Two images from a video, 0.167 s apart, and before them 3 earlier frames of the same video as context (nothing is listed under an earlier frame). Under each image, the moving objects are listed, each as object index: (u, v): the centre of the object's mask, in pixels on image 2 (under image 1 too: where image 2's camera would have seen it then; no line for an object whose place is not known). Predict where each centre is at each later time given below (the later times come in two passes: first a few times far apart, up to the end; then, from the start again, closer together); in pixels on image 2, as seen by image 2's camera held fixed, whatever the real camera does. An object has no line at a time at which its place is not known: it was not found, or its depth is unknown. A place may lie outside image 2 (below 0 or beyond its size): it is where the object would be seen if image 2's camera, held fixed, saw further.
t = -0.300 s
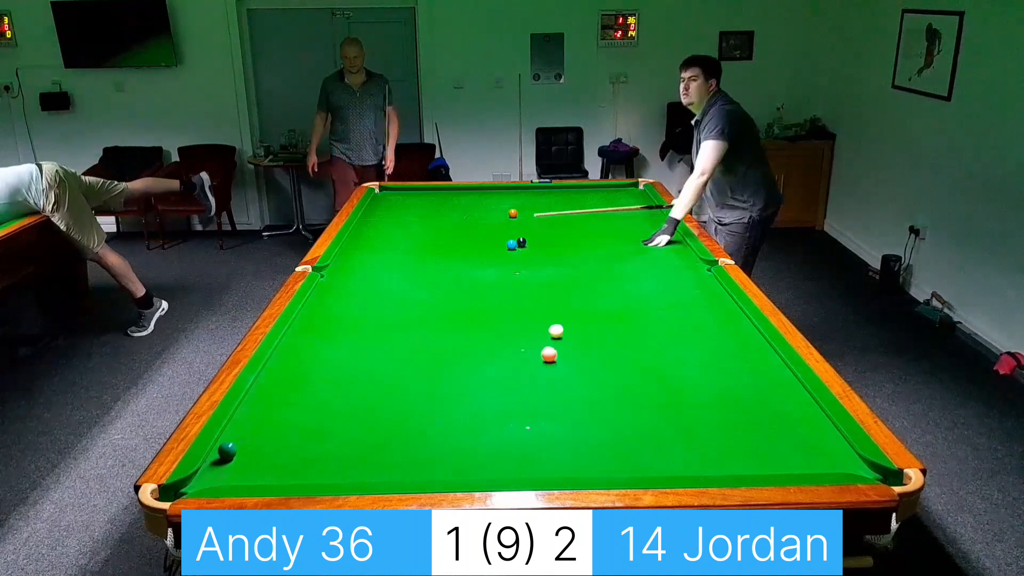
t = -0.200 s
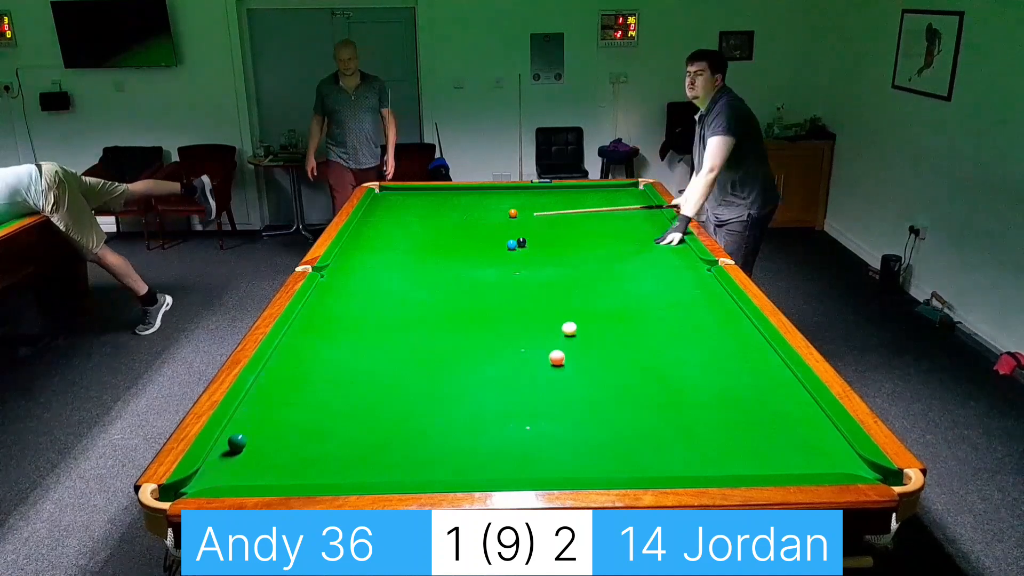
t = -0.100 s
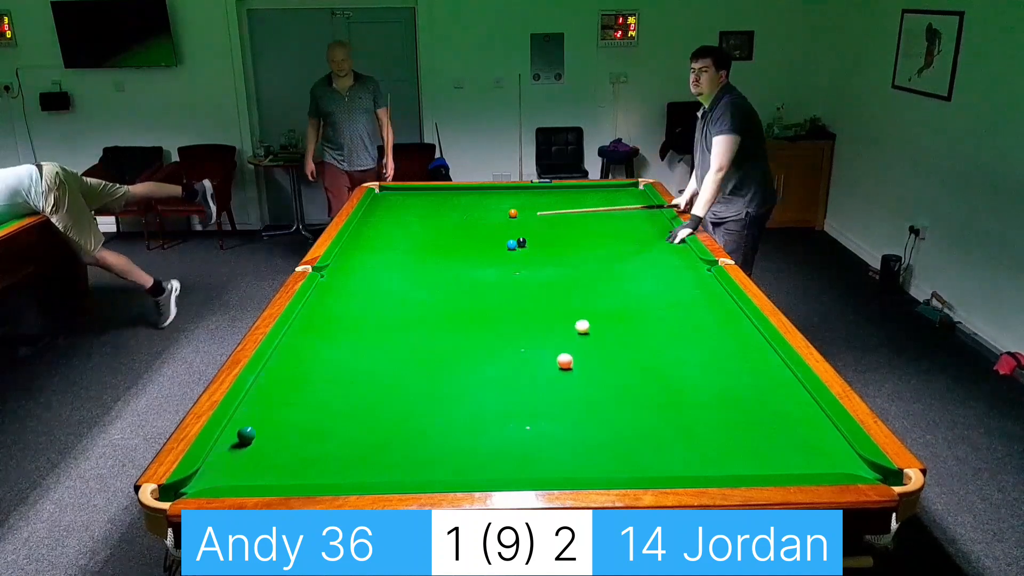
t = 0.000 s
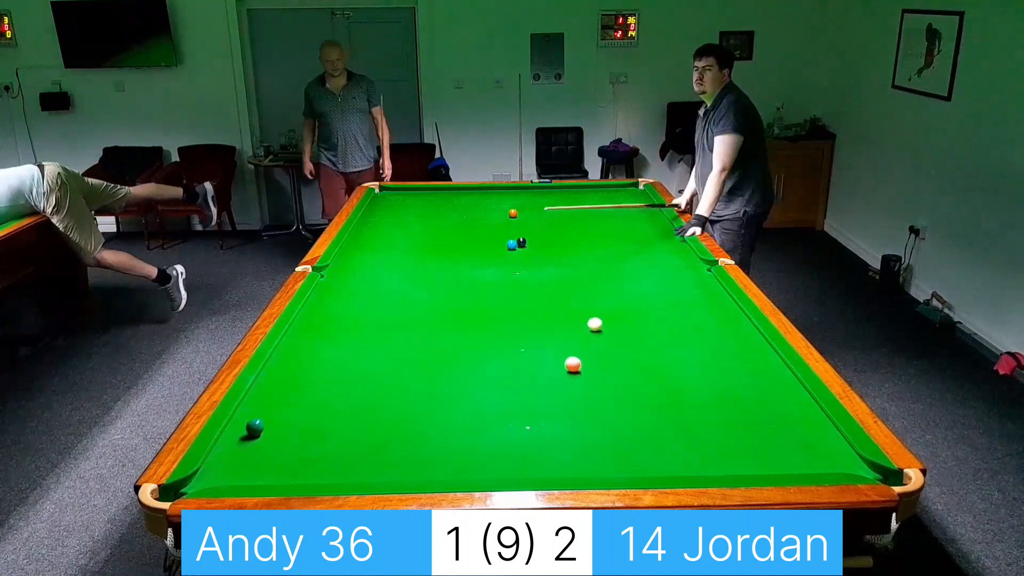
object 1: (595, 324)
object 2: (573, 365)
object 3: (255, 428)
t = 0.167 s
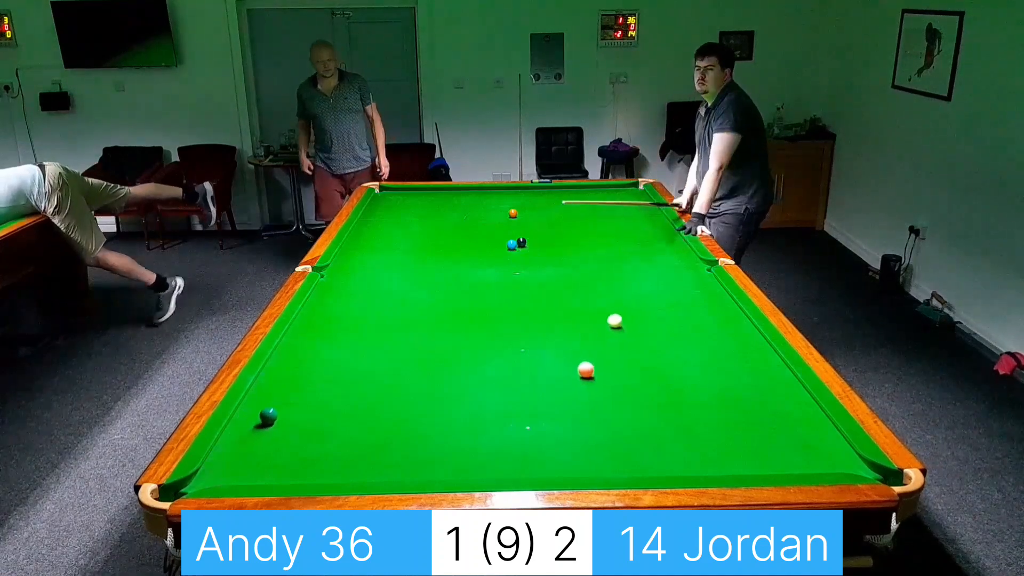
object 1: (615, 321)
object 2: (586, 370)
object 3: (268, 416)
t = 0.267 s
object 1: (626, 319)
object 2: (594, 373)
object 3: (276, 410)
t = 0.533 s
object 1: (655, 314)
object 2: (614, 381)
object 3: (294, 394)
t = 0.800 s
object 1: (683, 309)
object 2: (634, 389)
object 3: (310, 381)
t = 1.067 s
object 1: (708, 304)
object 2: (653, 397)
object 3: (324, 368)
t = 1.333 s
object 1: (726, 300)
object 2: (671, 405)
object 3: (336, 358)
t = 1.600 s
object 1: (708, 298)
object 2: (687, 412)
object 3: (347, 349)
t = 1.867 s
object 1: (693, 296)
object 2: (703, 418)
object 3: (357, 341)
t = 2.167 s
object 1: (677, 294)
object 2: (718, 424)
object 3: (366, 333)
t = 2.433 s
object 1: (666, 292)
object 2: (730, 429)
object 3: (373, 327)
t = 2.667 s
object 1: (656, 291)
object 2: (739, 433)
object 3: (379, 322)
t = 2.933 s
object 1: (648, 290)
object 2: (748, 436)
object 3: (384, 318)
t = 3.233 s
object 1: (639, 289)
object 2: (755, 439)
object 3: (389, 314)
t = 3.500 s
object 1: (634, 288)
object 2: (759, 441)
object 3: (393, 310)
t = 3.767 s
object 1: (629, 288)
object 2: (761, 442)
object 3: (396, 308)
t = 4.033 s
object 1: (626, 287)
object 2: (761, 442)
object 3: (398, 306)
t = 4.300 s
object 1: (625, 287)
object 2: (761, 442)
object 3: (400, 304)
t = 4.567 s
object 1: (624, 287)
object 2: (761, 442)
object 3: (401, 303)
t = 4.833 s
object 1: (624, 287)
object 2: (761, 442)
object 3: (402, 303)
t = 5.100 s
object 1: (624, 287)
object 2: (761, 442)
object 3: (403, 302)
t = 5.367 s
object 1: (624, 287)
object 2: (761, 442)
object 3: (403, 302)
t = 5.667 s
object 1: (624, 287)
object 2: (761, 442)
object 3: (403, 302)
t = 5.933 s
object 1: (624, 287)
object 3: (403, 302)
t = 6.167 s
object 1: (624, 287)
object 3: (403, 302)
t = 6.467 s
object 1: (624, 287)
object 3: (403, 302)
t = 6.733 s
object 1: (624, 287)
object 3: (403, 302)
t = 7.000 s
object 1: (624, 287)
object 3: (403, 302)
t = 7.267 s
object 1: (624, 287)
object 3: (403, 302)
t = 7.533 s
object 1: (624, 287)
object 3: (403, 302)
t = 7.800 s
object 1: (624, 287)
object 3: (403, 302)
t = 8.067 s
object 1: (624, 287)
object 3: (403, 302)
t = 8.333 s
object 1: (624, 287)
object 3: (403, 302)
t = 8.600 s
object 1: (624, 287)
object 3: (403, 302)
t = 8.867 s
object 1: (624, 287)
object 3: (403, 302)
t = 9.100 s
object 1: (624, 287)
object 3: (403, 302)
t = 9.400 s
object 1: (624, 287)
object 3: (403, 302)
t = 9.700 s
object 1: (624, 287)
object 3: (403, 302)
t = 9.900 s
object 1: (624, 287)
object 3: (403, 302)
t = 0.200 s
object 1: (619, 320)
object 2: (589, 371)
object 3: (271, 414)
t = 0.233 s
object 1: (622, 319)
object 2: (591, 372)
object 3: (273, 412)
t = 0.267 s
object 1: (626, 319)
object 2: (594, 373)
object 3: (276, 410)
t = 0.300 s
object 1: (630, 318)
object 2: (596, 374)
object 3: (278, 408)
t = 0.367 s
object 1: (637, 317)
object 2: (601, 376)
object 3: (283, 404)
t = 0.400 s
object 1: (641, 316)
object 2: (604, 377)
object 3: (285, 402)
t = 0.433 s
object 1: (645, 315)
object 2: (606, 378)
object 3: (288, 400)
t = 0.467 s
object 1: (648, 315)
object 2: (609, 379)
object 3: (290, 398)
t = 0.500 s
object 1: (652, 314)
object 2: (612, 381)
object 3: (292, 396)
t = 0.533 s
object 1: (655, 314)
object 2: (614, 381)
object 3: (294, 394)
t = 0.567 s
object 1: (659, 313)
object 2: (617, 383)
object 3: (296, 393)
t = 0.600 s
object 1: (662, 312)
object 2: (619, 383)
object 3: (298, 391)
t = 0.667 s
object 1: (669, 311)
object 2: (624, 385)
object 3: (303, 387)
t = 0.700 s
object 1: (673, 310)
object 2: (627, 386)
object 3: (304, 386)
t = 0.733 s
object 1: (676, 310)
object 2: (629, 388)
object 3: (307, 384)
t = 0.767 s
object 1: (679, 309)
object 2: (632, 389)
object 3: (308, 382)
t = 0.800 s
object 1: (683, 309)
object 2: (634, 389)
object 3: (310, 381)
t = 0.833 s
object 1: (686, 308)
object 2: (636, 391)
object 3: (312, 379)
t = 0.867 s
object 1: (689, 307)
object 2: (639, 392)
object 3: (314, 378)
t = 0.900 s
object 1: (692, 307)
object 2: (641, 393)
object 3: (316, 376)
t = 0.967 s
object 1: (699, 306)
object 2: (646, 394)
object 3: (319, 373)
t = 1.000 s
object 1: (702, 305)
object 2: (648, 396)
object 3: (321, 371)
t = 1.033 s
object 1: (705, 305)
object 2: (650, 396)
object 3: (322, 370)
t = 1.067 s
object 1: (708, 304)
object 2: (653, 397)
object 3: (324, 368)
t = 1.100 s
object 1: (711, 304)
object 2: (655, 398)
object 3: (326, 367)
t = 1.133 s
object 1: (714, 303)
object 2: (657, 399)
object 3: (327, 366)
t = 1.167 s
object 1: (717, 303)
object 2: (660, 400)
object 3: (329, 365)
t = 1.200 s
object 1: (720, 302)
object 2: (662, 401)
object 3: (330, 363)
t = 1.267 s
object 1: (725, 301)
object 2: (666, 403)
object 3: (333, 361)
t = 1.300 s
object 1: (728, 301)
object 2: (668, 404)
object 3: (335, 359)
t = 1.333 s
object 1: (726, 300)
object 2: (671, 405)
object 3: (336, 358)
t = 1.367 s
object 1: (723, 300)
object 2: (673, 406)
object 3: (338, 357)
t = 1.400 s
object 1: (721, 300)
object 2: (675, 407)
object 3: (339, 355)
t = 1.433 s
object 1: (719, 300)
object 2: (677, 408)
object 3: (340, 354)
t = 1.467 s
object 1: (717, 299)
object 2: (679, 408)
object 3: (342, 353)
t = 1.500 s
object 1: (714, 299)
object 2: (681, 409)
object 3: (343, 352)
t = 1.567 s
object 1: (710, 298)
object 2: (685, 411)
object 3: (346, 350)
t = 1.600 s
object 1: (708, 298)
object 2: (687, 412)
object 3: (347, 349)
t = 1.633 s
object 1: (706, 298)
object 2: (689, 413)
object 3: (348, 348)
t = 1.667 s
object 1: (704, 298)
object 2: (691, 413)
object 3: (349, 347)
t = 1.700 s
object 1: (702, 297)
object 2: (693, 414)
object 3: (351, 346)
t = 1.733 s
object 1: (700, 297)
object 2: (695, 415)
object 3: (352, 345)
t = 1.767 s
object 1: (699, 297)
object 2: (697, 416)
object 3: (353, 343)
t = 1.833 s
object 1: (695, 296)
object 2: (701, 417)
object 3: (355, 342)
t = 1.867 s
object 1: (693, 296)
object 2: (703, 418)
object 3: (357, 341)
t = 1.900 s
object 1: (691, 296)
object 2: (704, 419)
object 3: (358, 340)
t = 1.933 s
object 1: (689, 296)
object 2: (706, 420)
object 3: (359, 339)
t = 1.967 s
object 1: (687, 295)
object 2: (708, 420)
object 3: (360, 338)
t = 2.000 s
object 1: (685, 295)
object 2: (710, 421)
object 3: (361, 337)
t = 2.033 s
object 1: (684, 295)
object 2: (712, 422)
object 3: (362, 336)
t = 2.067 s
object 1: (682, 295)
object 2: (713, 423)
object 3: (363, 335)
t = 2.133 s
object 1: (679, 294)
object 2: (716, 424)
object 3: (365, 334)
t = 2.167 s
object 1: (677, 294)
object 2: (718, 424)
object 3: (366, 333)
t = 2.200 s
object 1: (676, 294)
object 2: (720, 425)
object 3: (367, 332)
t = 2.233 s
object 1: (674, 294)
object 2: (721, 426)
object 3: (368, 331)
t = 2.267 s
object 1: (673, 293)
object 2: (723, 426)
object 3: (369, 331)
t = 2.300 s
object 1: (671, 293)
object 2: (724, 427)
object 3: (370, 330)
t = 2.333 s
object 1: (670, 293)
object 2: (726, 428)
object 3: (370, 329)
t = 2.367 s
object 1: (668, 293)
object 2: (727, 428)
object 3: (371, 328)
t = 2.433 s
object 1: (666, 292)
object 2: (730, 429)
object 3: (373, 327)
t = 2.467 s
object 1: (664, 292)
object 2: (732, 430)
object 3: (374, 326)
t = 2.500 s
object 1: (663, 292)
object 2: (733, 430)
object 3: (375, 326)
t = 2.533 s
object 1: (662, 292)
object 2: (734, 431)
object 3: (375, 325)
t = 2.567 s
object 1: (660, 292)
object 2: (736, 431)
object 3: (376, 324)
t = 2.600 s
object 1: (659, 291)
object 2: (737, 432)
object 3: (377, 324)
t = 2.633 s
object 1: (658, 291)
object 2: (738, 432)
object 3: (378, 323)
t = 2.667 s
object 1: (656, 291)
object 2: (739, 433)
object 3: (379, 322)
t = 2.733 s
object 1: (654, 291)
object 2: (742, 434)
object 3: (380, 321)
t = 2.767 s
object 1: (653, 290)
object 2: (743, 434)
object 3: (381, 320)
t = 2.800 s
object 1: (652, 290)
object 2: (744, 434)
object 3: (381, 320)
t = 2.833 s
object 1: (651, 290)
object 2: (745, 435)
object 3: (382, 319)
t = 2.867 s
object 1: (650, 290)
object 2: (746, 435)
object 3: (383, 319)
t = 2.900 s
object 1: (649, 290)
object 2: (747, 436)
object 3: (383, 318)
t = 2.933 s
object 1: (648, 290)
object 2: (748, 436)
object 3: (384, 318)
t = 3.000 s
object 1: (646, 289)
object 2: (750, 437)
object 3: (385, 317)
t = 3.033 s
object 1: (645, 289)
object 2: (751, 437)
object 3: (386, 316)
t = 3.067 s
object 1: (644, 289)
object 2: (751, 438)
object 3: (387, 316)
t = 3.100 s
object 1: (643, 289)
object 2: (752, 438)
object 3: (387, 315)
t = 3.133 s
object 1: (642, 289)
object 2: (753, 438)
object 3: (387, 315)
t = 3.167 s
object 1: (641, 289)
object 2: (754, 438)
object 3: (388, 314)
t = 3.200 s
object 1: (640, 289)
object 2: (755, 439)
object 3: (389, 314)
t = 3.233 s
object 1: (639, 289)
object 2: (755, 439)
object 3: (389, 314)
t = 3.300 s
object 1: (638, 289)
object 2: (756, 440)
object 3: (390, 313)
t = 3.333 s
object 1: (637, 288)
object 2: (757, 440)
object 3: (390, 312)
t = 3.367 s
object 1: (636, 288)
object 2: (757, 440)
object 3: (391, 312)
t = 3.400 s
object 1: (635, 288)
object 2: (758, 440)
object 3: (392, 311)
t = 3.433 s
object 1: (635, 288)
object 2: (758, 440)
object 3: (392, 311)
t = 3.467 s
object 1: (634, 288)
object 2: (759, 441)
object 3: (393, 311)
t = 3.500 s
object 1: (634, 288)
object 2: (759, 441)
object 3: (393, 310)
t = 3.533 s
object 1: (633, 288)
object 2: (759, 441)
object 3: (393, 310)
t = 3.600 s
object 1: (632, 288)
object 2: (760, 441)
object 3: (394, 309)
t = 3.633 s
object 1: (631, 288)
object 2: (760, 441)
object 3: (394, 309)
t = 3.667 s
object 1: (631, 288)
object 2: (760, 442)
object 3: (395, 309)
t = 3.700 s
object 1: (630, 288)
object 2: (761, 442)
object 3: (395, 308)
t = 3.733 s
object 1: (630, 288)
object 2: (761, 442)
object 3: (396, 308)
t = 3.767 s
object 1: (629, 288)
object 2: (761, 442)
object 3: (396, 308)
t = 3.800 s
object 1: (629, 288)
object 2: (761, 442)
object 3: (396, 308)
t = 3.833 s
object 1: (628, 288)
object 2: (761, 442)
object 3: (397, 307)
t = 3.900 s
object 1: (627, 287)
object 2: (762, 442)
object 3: (397, 307)
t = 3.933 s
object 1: (627, 287)
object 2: (762, 442)
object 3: (398, 307)
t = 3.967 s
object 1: (627, 287)
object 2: (762, 442)
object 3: (398, 306)
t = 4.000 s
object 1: (626, 287)
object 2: (762, 442)
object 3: (398, 306)
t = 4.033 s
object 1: (626, 287)
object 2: (761, 442)
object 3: (398, 306)
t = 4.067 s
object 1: (626, 287)
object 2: (761, 442)
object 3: (399, 306)
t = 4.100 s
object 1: (626, 287)
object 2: (761, 442)
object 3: (399, 305)
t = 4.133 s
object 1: (625, 287)
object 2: (761, 442)
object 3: (399, 305)
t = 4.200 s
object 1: (625, 287)
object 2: (761, 442)
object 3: (400, 305)
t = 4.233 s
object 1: (625, 287)
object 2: (761, 442)
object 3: (400, 305)
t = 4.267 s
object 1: (625, 287)
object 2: (761, 442)
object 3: (400, 304)
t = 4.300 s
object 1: (625, 287)
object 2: (761, 442)
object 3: (400, 304)
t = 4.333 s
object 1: (624, 287)
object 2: (761, 442)
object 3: (400, 304)
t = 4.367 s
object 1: (624, 287)
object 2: (761, 442)
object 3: (401, 304)
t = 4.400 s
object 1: (624, 287)
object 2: (761, 442)
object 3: (401, 304)
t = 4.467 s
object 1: (624, 287)
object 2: (761, 442)
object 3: (401, 304)
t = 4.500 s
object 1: (624, 287)
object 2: (761, 442)
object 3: (401, 303)
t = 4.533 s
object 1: (624, 287)
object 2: (761, 442)
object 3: (401, 303)
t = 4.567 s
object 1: (624, 287)
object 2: (761, 442)
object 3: (401, 303)
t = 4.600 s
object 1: (624, 287)
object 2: (761, 442)
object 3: (402, 303)
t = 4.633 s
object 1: (624, 287)
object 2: (761, 442)
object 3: (402, 303)
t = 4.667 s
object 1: (624, 287)
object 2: (761, 442)
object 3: (402, 303)
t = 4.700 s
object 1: (624, 287)
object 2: (761, 442)
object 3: (402, 303)
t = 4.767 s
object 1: (624, 287)
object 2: (761, 442)
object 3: (402, 303)
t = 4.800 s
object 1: (624, 287)
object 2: (761, 442)
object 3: (402, 303)
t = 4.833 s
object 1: (624, 287)
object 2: (761, 442)
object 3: (402, 303)
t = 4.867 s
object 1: (624, 287)
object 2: (761, 442)
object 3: (403, 303)
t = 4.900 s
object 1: (624, 287)
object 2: (761, 442)
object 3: (403, 303)
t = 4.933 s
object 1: (624, 287)
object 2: (761, 442)
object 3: (403, 303)
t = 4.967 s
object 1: (624, 287)
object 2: (761, 442)
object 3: (403, 303)
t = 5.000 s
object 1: (624, 287)
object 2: (761, 442)
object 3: (403, 302)
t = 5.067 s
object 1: (624, 287)
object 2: (761, 442)
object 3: (403, 302)
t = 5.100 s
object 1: (624, 287)
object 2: (761, 442)
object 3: (403, 302)
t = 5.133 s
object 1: (624, 287)
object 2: (761, 442)
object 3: (403, 302)
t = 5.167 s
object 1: (624, 287)
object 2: (761, 442)
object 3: (403, 302)
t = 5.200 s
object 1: (624, 287)
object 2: (761, 442)
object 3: (403, 302)
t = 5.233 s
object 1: (624, 287)
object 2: (761, 442)
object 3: (403, 302)
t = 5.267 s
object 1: (624, 287)
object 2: (761, 442)
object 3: (403, 302)
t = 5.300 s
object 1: (624, 287)
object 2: (761, 442)
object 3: (403, 302)
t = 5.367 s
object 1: (624, 287)
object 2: (761, 442)
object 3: (403, 302)
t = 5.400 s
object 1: (624, 287)
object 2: (761, 442)
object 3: (403, 302)
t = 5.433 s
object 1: (624, 287)
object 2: (761, 442)
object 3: (403, 302)
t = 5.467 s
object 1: (624, 287)
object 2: (761, 442)
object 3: (403, 302)
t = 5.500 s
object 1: (624, 287)
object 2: (761, 442)
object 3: (403, 302)
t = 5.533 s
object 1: (624, 287)
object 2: (761, 442)
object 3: (403, 302)
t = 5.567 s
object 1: (624, 287)
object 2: (761, 442)
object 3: (403, 302)
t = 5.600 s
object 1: (624, 287)
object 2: (761, 442)
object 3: (403, 302)
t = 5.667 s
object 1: (624, 287)
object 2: (761, 442)
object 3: (403, 302)
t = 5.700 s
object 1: (624, 287)
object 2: (761, 442)
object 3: (403, 302)
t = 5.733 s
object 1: (624, 287)
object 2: (761, 442)
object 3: (403, 302)
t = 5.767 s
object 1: (624, 287)
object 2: (761, 442)
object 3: (403, 302)
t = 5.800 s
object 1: (624, 287)
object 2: (761, 442)
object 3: (403, 302)
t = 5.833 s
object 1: (624, 287)
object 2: (761, 442)
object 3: (403, 302)
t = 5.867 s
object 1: (624, 287)
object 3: (403, 302)
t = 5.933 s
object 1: (624, 287)
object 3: (403, 302)
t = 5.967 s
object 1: (624, 287)
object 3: (403, 302)
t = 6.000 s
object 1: (624, 287)
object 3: (403, 302)
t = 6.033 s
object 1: (624, 287)
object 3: (403, 302)
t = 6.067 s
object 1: (624, 287)
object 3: (403, 302)
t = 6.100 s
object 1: (624, 287)
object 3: (403, 302)
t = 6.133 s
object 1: (624, 287)
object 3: (403, 302)
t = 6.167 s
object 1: (624, 287)
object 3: (403, 302)
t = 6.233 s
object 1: (624, 287)
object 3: (403, 302)
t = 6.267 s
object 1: (624, 287)
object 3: (403, 302)
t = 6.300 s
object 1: (624, 287)
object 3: (403, 302)
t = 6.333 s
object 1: (624, 287)
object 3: (403, 302)
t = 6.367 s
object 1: (624, 287)
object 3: (403, 302)
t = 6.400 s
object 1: (624, 287)
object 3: (403, 302)
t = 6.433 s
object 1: (624, 287)
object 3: (403, 302)
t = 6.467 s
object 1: (624, 287)
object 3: (403, 302)
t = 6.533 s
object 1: (624, 287)
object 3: (403, 302)
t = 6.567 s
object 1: (624, 287)
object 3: (403, 302)
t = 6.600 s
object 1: (624, 287)
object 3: (403, 302)
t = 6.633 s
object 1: (624, 287)
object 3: (403, 302)
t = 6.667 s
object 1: (624, 287)
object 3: (403, 302)
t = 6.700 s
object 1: (624, 287)
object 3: (403, 302)
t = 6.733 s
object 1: (624, 287)
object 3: (403, 302)
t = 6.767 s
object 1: (624, 287)
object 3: (403, 302)
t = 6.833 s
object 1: (624, 287)
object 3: (403, 302)
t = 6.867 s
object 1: (624, 287)
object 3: (403, 302)
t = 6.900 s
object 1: (624, 287)
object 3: (403, 302)
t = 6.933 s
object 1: (624, 287)
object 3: (403, 302)
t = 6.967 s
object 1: (624, 287)
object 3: (403, 302)
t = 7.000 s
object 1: (624, 287)
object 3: (403, 302)
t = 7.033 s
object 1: (624, 287)
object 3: (403, 302)
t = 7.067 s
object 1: (624, 287)
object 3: (403, 302)
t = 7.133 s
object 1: (624, 287)
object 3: (403, 302)
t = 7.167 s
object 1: (624, 287)
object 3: (403, 302)
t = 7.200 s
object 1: (624, 287)
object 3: (403, 302)
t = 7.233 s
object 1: (624, 287)
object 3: (403, 302)
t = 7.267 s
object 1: (624, 287)
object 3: (403, 302)
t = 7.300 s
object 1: (624, 287)
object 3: (403, 302)
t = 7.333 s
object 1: (624, 287)
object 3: (403, 302)
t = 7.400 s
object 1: (624, 287)
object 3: (403, 302)
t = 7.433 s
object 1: (624, 287)
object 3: (403, 302)
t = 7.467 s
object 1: (624, 287)
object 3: (403, 302)
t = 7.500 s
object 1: (624, 287)
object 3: (403, 302)
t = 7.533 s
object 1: (624, 287)
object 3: (403, 302)
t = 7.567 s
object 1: (624, 287)
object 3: (403, 302)
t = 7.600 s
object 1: (624, 287)
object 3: (403, 302)
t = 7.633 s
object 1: (624, 287)
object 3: (403, 302)
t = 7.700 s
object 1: (624, 287)
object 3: (403, 302)
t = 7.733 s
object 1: (624, 287)
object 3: (403, 302)
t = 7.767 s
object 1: (624, 287)
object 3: (403, 302)
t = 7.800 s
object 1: (624, 287)
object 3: (403, 302)
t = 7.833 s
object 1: (624, 287)
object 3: (403, 302)
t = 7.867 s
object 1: (624, 287)
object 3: (403, 302)
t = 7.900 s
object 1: (624, 287)
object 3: (403, 302)
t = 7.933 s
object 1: (624, 287)
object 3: (403, 302)
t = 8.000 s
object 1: (624, 287)
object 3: (403, 302)
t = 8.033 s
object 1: (624, 287)
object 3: (403, 302)
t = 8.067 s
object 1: (624, 287)
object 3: (403, 302)
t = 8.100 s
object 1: (624, 287)
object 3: (403, 302)
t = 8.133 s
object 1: (624, 287)
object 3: (403, 302)
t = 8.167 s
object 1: (624, 287)
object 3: (403, 302)
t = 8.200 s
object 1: (624, 287)
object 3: (403, 302)
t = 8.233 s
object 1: (624, 287)
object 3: (403, 302)
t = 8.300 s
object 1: (624, 287)
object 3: (403, 302)
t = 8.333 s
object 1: (624, 287)
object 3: (403, 302)
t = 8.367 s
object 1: (624, 287)
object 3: (403, 302)
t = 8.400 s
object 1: (624, 287)
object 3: (403, 302)
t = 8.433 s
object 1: (624, 287)
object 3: (403, 302)
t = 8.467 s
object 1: (624, 287)
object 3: (403, 302)
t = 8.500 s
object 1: (624, 287)
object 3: (403, 302)
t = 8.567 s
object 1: (624, 287)
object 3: (403, 302)
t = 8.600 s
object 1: (624, 287)
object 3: (403, 302)
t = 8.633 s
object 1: (624, 287)
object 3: (403, 302)
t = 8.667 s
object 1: (624, 287)
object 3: (403, 302)
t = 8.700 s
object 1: (624, 287)
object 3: (403, 302)
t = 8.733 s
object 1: (624, 287)
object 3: (403, 302)
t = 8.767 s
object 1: (624, 287)
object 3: (403, 302)
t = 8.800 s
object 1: (624, 287)
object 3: (403, 302)
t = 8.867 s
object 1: (624, 287)
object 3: (403, 302)
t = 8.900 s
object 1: (624, 287)
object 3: (403, 302)
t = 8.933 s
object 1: (624, 287)
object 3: (403, 302)
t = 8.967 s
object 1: (624, 287)
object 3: (403, 302)
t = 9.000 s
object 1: (624, 287)
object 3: (403, 302)
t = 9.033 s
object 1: (624, 287)
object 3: (403, 302)
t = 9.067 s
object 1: (624, 287)
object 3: (403, 302)
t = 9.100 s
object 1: (624, 287)
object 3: (403, 302)
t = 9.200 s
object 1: (624, 287)
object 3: (403, 302)
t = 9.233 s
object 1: (624, 287)
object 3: (403, 302)
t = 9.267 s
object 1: (624, 287)
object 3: (403, 302)
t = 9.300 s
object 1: (624, 287)
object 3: (403, 302)
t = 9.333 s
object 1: (624, 287)
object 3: (403, 302)
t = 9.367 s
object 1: (624, 287)
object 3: (403, 302)
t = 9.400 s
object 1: (624, 287)
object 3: (403, 302)
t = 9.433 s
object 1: (624, 287)
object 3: (403, 302)
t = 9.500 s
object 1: (624, 287)
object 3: (403, 302)
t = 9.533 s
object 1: (624, 287)
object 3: (403, 302)
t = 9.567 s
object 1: (624, 287)
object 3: (403, 302)
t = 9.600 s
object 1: (624, 287)
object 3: (403, 302)
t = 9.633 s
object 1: (624, 287)
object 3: (403, 302)
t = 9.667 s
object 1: (624, 287)
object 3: (403, 302)
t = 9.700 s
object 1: (624, 287)
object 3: (403, 302)
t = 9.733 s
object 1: (624, 287)
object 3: (403, 302)
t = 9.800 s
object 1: (624, 287)
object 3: (403, 302)
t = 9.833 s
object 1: (624, 287)
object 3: (403, 302)
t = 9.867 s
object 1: (624, 287)
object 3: (403, 302)
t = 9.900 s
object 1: (624, 287)
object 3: (403, 302)
